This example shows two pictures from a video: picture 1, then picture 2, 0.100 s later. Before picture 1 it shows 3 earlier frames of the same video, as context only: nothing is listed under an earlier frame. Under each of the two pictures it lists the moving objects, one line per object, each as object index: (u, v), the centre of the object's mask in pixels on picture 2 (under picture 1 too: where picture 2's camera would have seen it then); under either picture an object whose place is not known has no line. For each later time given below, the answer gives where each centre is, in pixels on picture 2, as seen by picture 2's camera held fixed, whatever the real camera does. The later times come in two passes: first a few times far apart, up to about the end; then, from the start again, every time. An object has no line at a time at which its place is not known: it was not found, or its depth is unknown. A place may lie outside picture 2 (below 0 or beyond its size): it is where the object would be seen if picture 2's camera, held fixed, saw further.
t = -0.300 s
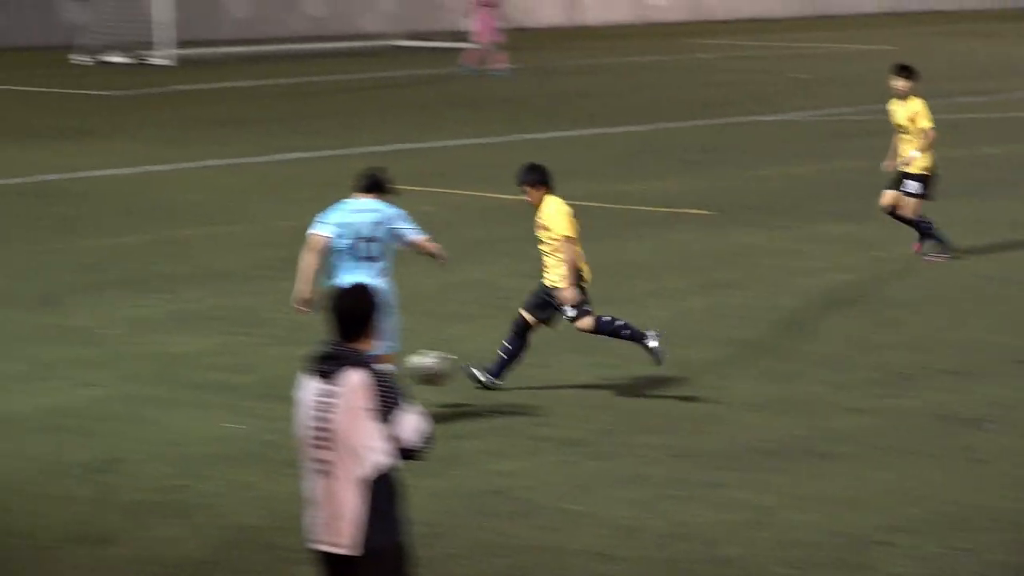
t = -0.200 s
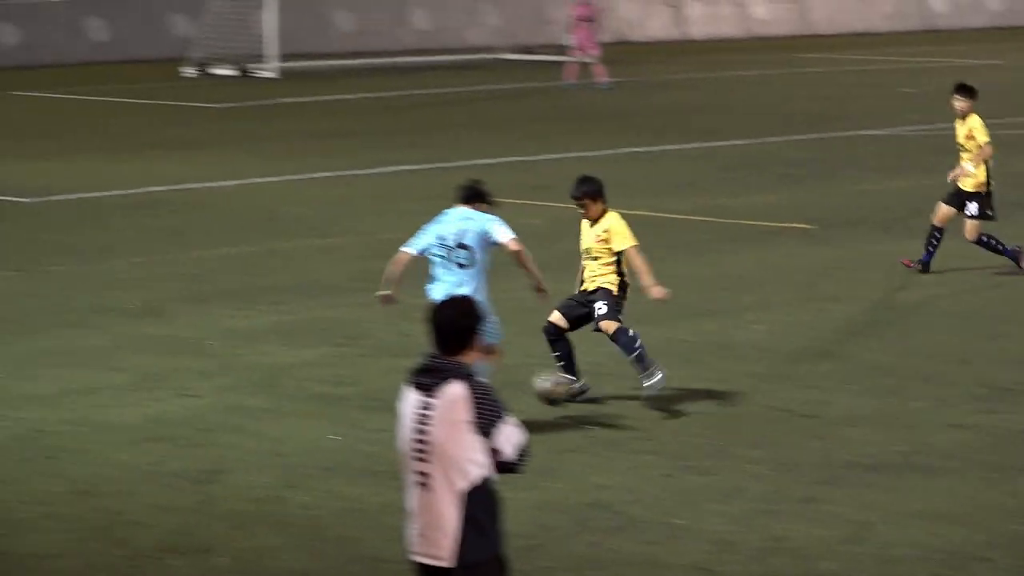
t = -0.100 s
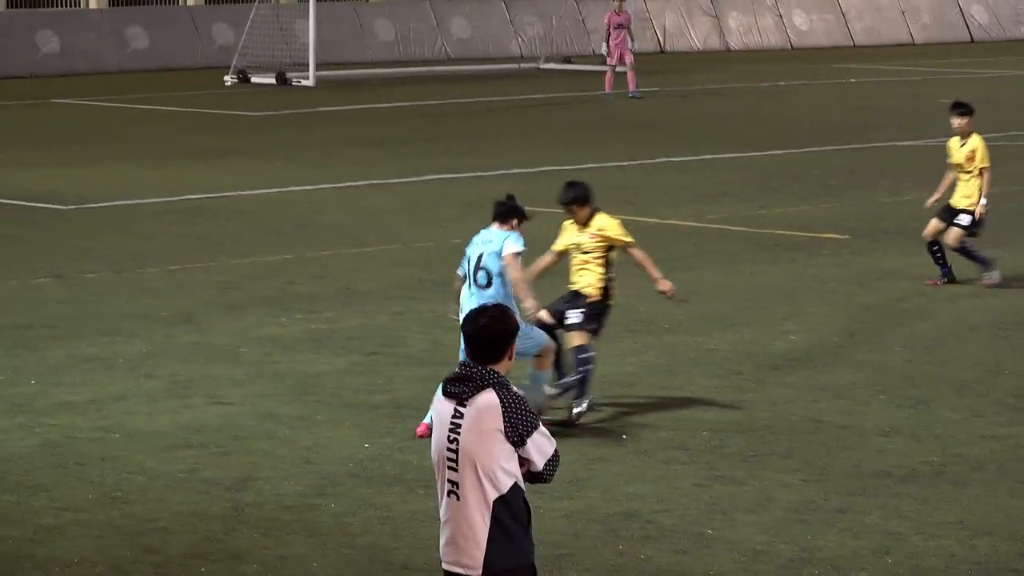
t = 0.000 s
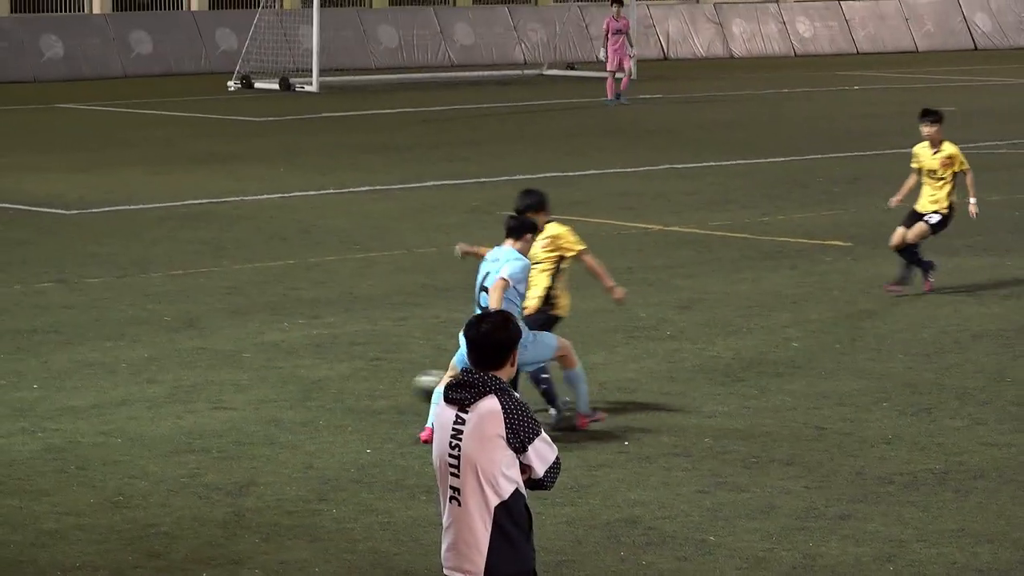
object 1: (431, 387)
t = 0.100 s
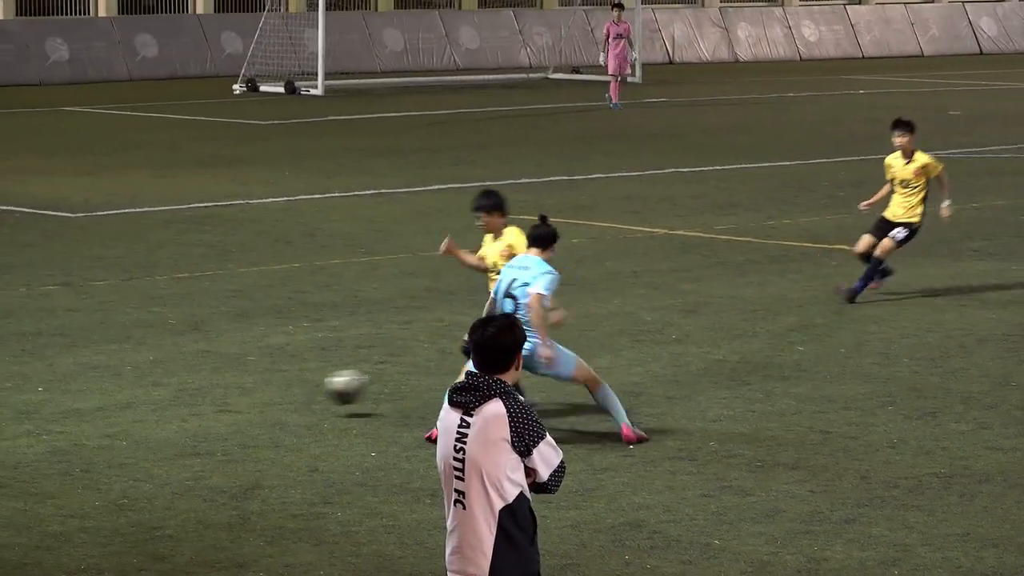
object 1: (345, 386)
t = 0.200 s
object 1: (258, 390)
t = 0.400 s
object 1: (125, 381)
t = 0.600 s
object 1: (5, 370)
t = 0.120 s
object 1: (326, 388)
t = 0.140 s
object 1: (309, 390)
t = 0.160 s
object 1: (292, 394)
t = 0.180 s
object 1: (273, 394)
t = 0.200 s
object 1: (258, 390)
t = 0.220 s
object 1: (244, 386)
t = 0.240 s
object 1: (231, 383)
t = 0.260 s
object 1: (218, 381)
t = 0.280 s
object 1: (205, 378)
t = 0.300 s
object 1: (191, 377)
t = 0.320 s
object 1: (177, 376)
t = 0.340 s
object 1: (164, 376)
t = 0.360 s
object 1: (151, 377)
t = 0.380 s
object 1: (139, 378)
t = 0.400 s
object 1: (125, 381)
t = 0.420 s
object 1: (113, 382)
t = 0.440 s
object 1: (100, 379)
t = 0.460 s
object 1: (87, 375)
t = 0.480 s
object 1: (74, 373)
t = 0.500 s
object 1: (63, 371)
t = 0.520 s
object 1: (51, 369)
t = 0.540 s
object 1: (40, 368)
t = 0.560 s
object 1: (28, 368)
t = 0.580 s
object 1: (16, 368)
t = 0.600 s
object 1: (5, 370)
